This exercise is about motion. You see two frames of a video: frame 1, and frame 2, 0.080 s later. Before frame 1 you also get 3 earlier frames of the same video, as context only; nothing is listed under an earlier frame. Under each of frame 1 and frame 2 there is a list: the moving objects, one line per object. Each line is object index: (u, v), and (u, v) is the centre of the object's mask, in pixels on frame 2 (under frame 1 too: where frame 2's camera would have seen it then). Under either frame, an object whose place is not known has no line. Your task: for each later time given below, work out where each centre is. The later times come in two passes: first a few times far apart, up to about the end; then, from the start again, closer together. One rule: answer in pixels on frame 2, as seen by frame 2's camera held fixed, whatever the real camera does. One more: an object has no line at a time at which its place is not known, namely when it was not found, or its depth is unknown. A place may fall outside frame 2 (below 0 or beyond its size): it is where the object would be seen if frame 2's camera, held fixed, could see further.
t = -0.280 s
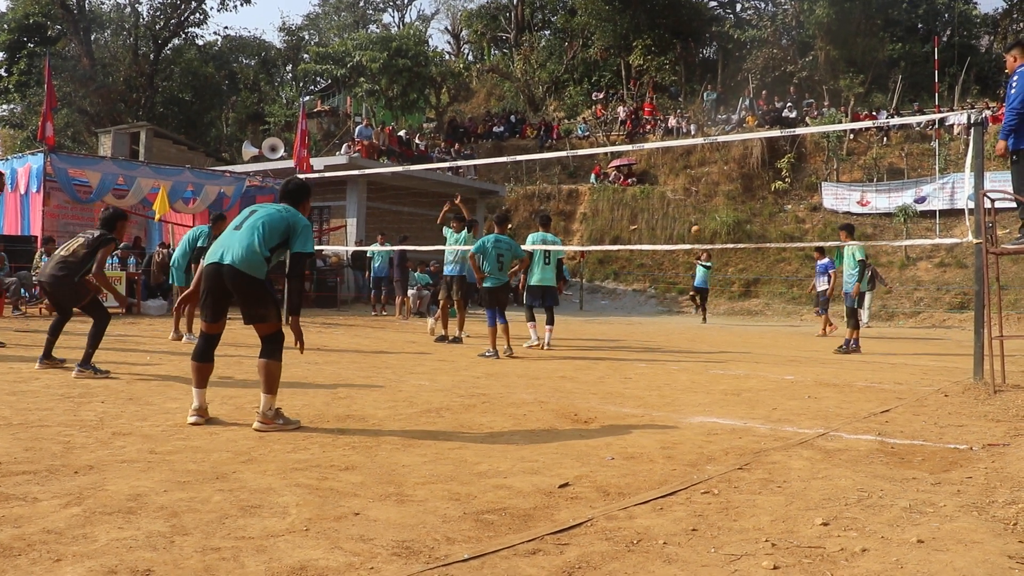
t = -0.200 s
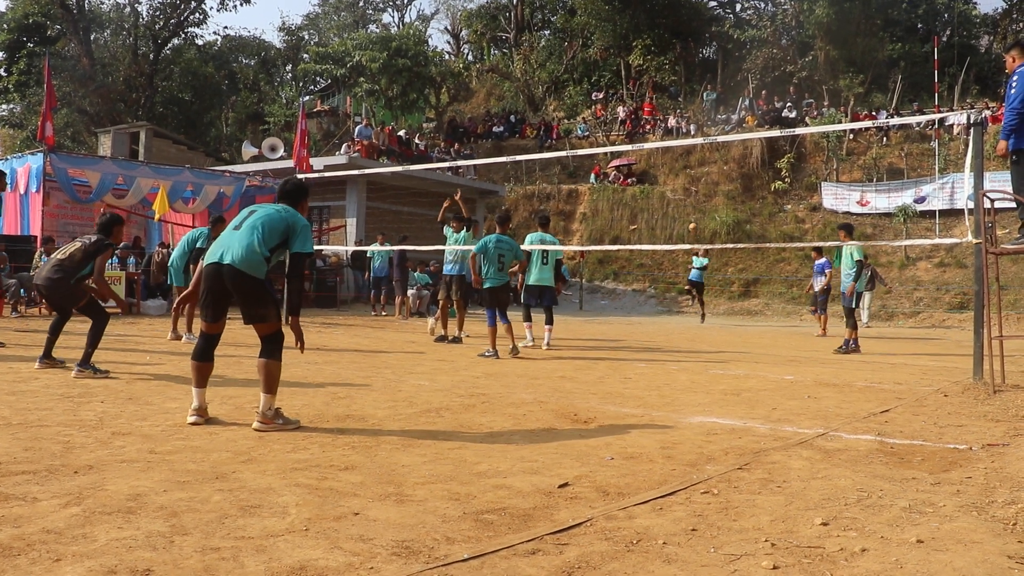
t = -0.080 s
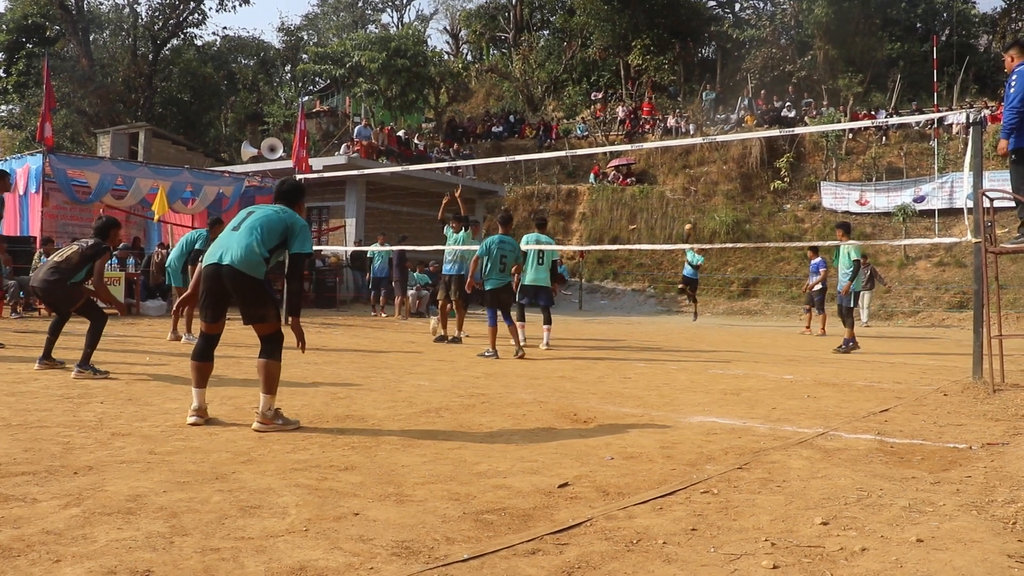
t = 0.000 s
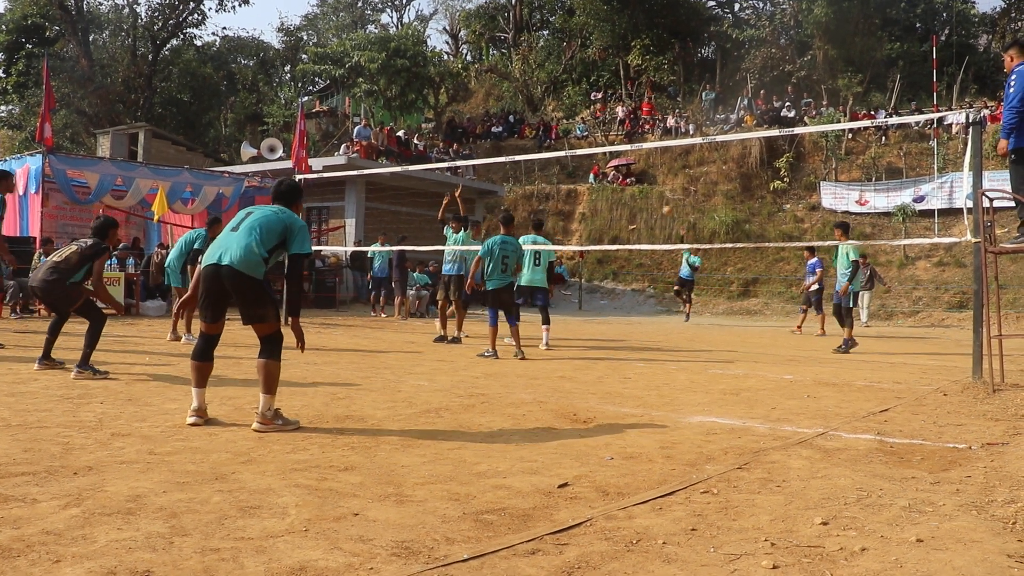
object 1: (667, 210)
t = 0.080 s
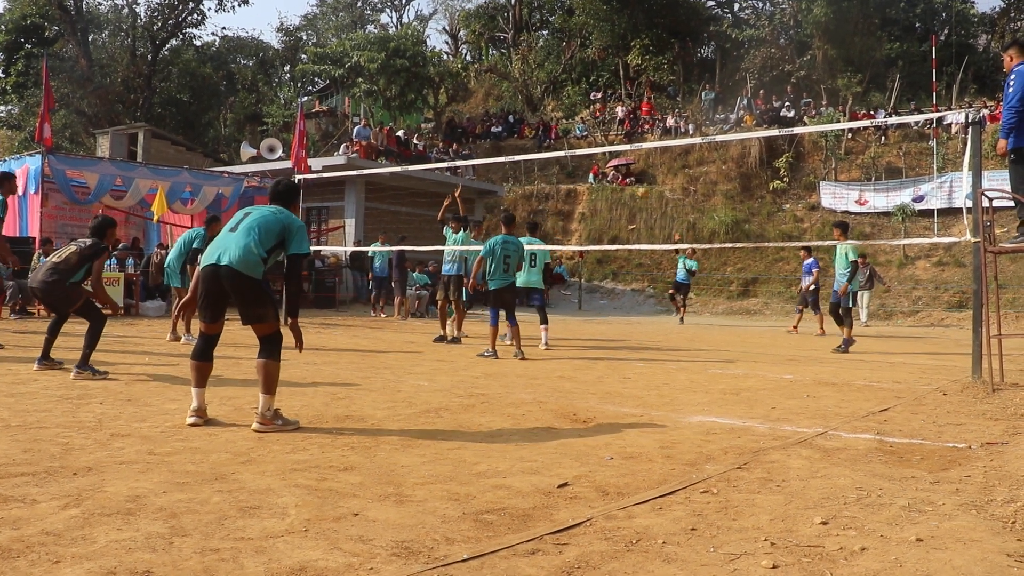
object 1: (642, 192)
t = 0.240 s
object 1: (586, 157)
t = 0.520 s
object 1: (462, 114)
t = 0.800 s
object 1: (294, 110)
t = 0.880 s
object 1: (233, 119)
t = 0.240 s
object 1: (586, 157)
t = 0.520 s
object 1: (462, 114)
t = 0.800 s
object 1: (294, 110)
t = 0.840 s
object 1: (263, 113)
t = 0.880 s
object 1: (233, 119)
